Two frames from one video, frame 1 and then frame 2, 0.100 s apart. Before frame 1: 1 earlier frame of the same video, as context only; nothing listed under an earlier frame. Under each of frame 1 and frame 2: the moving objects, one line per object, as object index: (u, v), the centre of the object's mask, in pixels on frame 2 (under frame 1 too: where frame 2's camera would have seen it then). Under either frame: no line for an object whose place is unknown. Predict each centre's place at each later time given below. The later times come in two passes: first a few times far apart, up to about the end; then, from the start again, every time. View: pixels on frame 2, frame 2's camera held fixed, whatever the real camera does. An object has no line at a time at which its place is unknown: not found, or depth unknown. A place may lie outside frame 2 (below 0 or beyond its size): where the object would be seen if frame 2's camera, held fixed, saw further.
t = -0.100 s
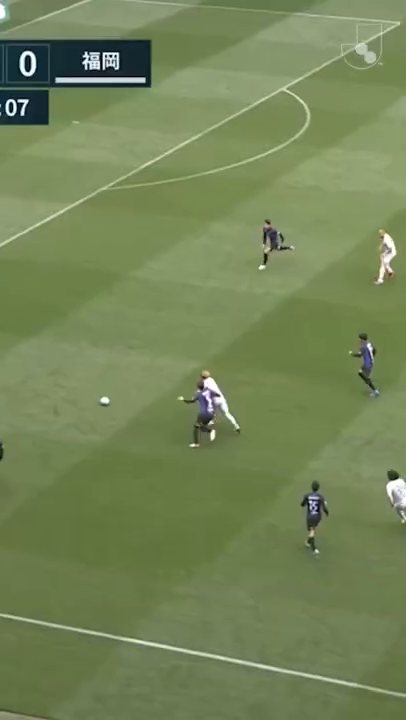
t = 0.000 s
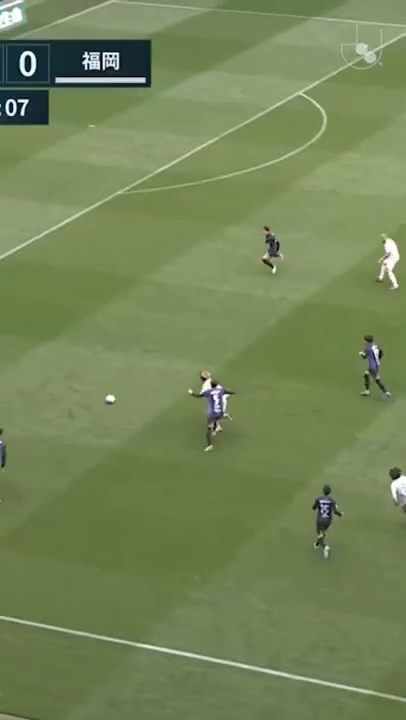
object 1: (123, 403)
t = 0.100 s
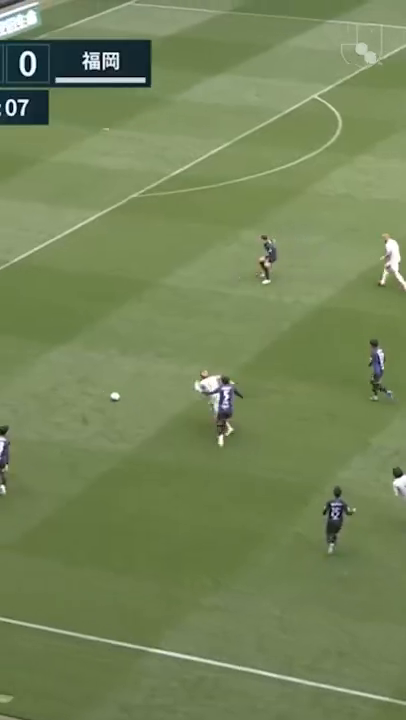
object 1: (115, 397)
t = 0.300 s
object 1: (98, 385)
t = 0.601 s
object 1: (75, 369)
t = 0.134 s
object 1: (112, 395)
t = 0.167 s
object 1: (109, 393)
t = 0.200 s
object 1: (105, 391)
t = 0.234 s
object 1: (103, 389)
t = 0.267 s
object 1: (101, 387)
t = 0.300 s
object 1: (98, 385)
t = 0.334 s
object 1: (95, 384)
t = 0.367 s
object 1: (93, 382)
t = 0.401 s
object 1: (90, 380)
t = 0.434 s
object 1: (87, 377)
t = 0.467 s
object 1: (85, 376)
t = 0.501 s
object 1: (82, 374)
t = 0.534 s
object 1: (80, 372)
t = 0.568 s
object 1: (77, 371)
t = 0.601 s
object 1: (75, 369)
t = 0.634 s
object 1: (73, 367)
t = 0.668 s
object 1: (70, 365)
